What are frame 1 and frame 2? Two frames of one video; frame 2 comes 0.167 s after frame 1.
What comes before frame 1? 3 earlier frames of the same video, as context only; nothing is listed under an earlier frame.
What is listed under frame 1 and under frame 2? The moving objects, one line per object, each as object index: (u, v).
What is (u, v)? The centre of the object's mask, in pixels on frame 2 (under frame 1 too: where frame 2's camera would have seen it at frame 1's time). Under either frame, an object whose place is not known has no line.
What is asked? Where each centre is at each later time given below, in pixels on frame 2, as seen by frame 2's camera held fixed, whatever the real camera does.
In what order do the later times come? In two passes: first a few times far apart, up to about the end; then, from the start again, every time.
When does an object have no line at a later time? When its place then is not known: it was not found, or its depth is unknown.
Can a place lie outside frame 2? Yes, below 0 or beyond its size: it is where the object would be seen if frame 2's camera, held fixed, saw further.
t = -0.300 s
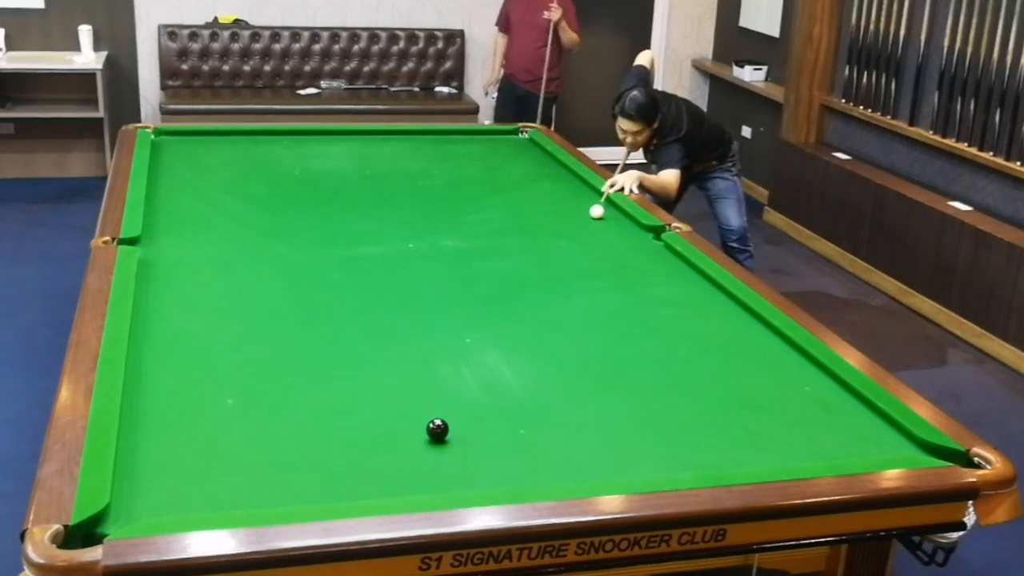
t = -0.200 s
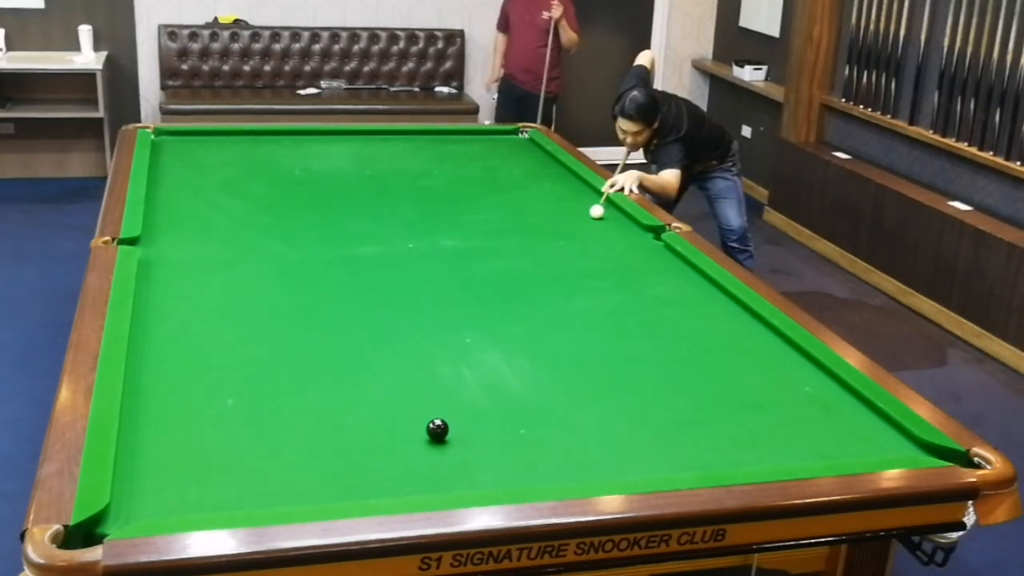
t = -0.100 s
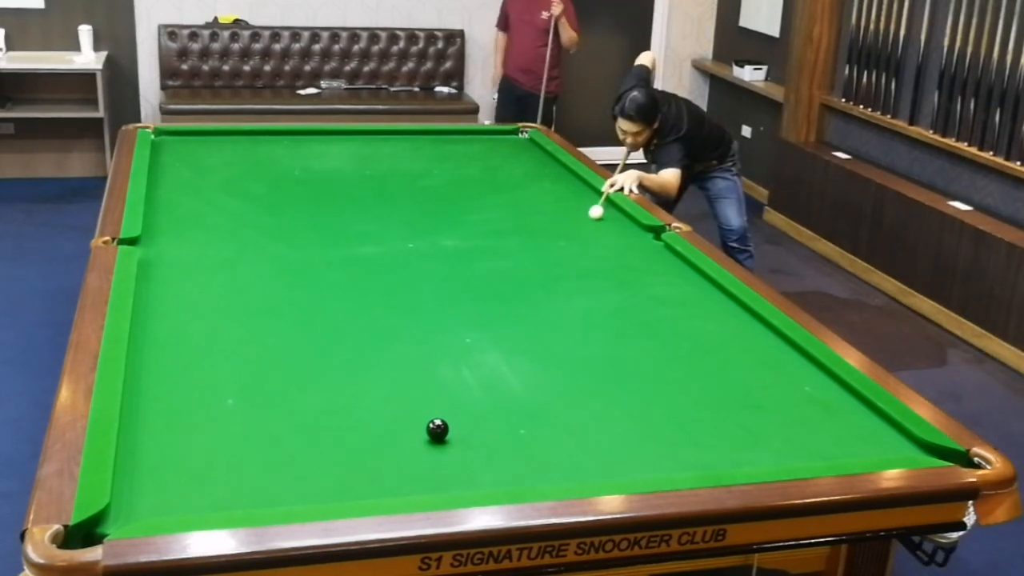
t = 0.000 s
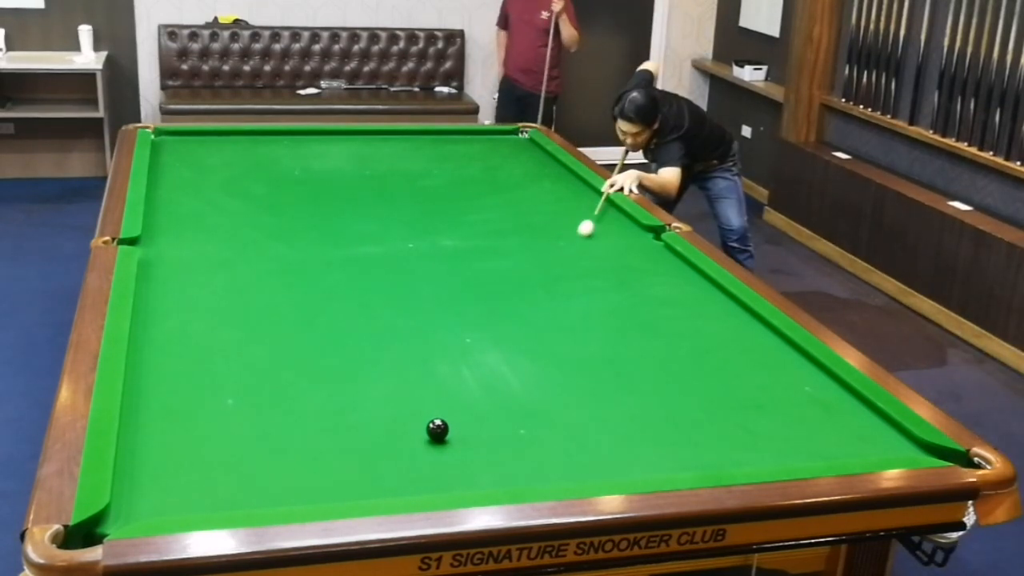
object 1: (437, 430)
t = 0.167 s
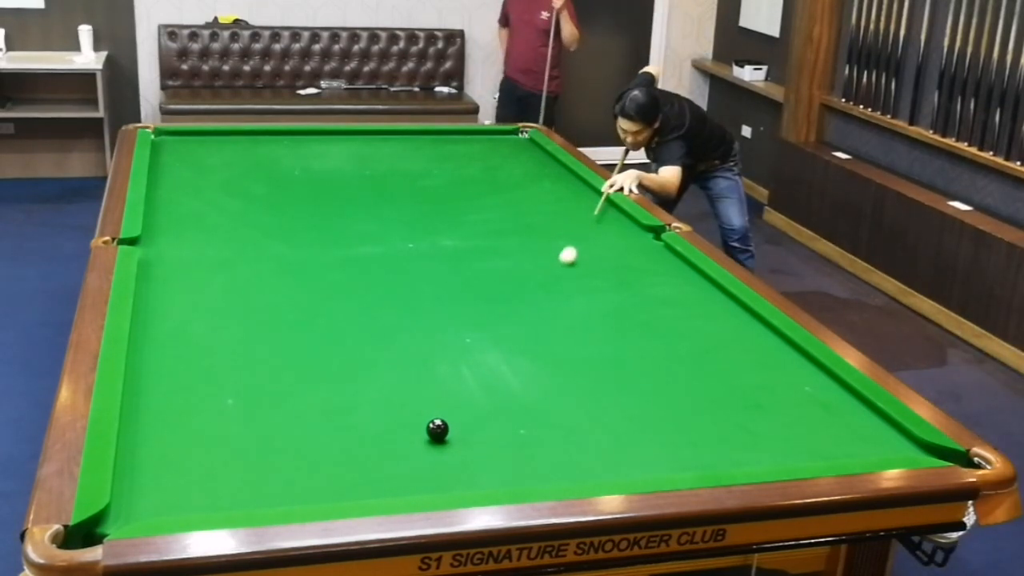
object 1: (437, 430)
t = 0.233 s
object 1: (437, 430)
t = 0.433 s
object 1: (437, 430)
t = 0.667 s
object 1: (437, 430)
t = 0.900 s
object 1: (409, 438)
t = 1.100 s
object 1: (324, 464)
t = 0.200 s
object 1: (437, 430)
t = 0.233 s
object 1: (437, 430)
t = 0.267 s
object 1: (437, 430)
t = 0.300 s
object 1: (437, 430)
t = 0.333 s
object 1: (437, 430)
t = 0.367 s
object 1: (437, 430)
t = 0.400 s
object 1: (437, 430)
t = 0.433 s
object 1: (437, 430)
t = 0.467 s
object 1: (437, 430)
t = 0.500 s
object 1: (437, 430)
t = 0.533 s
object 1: (437, 430)
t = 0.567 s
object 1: (437, 430)
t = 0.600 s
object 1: (437, 430)
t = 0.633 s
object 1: (437, 430)
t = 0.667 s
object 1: (437, 430)
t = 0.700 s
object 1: (437, 430)
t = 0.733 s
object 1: (437, 430)
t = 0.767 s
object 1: (438, 430)
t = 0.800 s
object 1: (437, 430)
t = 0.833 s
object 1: (437, 430)
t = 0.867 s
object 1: (425, 433)
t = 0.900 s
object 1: (409, 438)
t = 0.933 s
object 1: (393, 444)
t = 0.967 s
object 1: (378, 448)
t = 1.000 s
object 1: (364, 452)
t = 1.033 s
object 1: (350, 456)
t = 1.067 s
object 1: (337, 460)
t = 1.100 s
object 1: (324, 464)
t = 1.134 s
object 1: (310, 467)
